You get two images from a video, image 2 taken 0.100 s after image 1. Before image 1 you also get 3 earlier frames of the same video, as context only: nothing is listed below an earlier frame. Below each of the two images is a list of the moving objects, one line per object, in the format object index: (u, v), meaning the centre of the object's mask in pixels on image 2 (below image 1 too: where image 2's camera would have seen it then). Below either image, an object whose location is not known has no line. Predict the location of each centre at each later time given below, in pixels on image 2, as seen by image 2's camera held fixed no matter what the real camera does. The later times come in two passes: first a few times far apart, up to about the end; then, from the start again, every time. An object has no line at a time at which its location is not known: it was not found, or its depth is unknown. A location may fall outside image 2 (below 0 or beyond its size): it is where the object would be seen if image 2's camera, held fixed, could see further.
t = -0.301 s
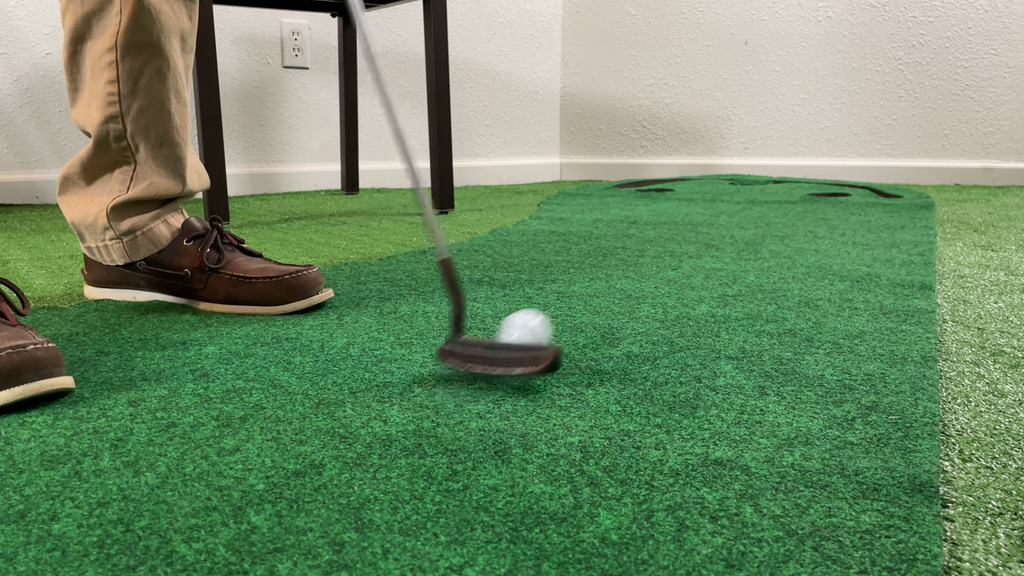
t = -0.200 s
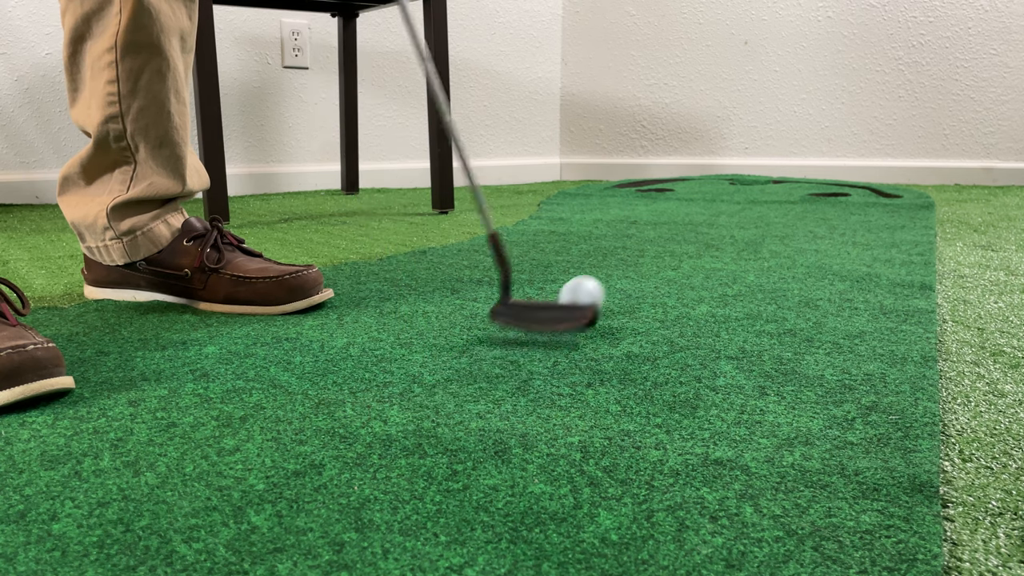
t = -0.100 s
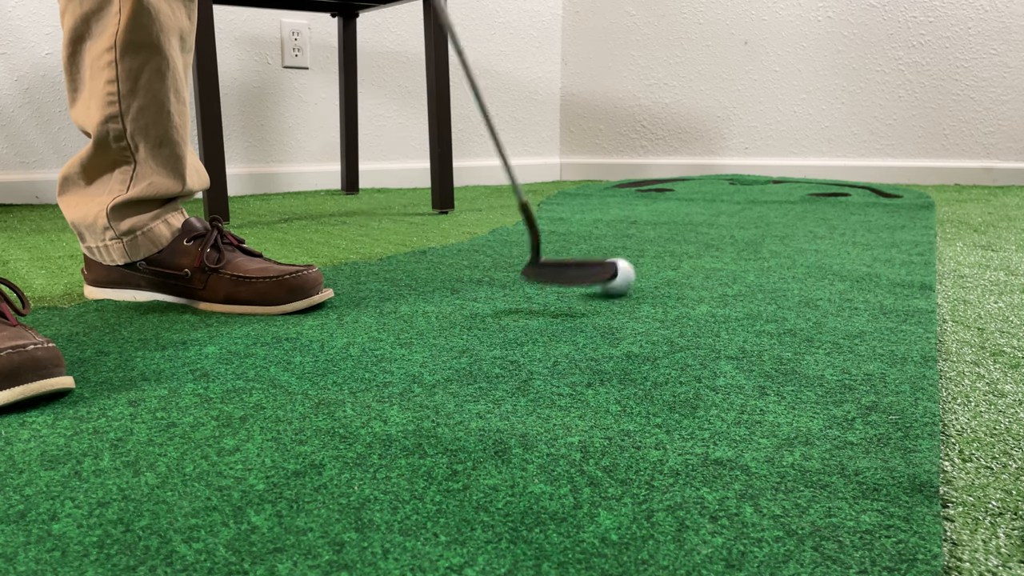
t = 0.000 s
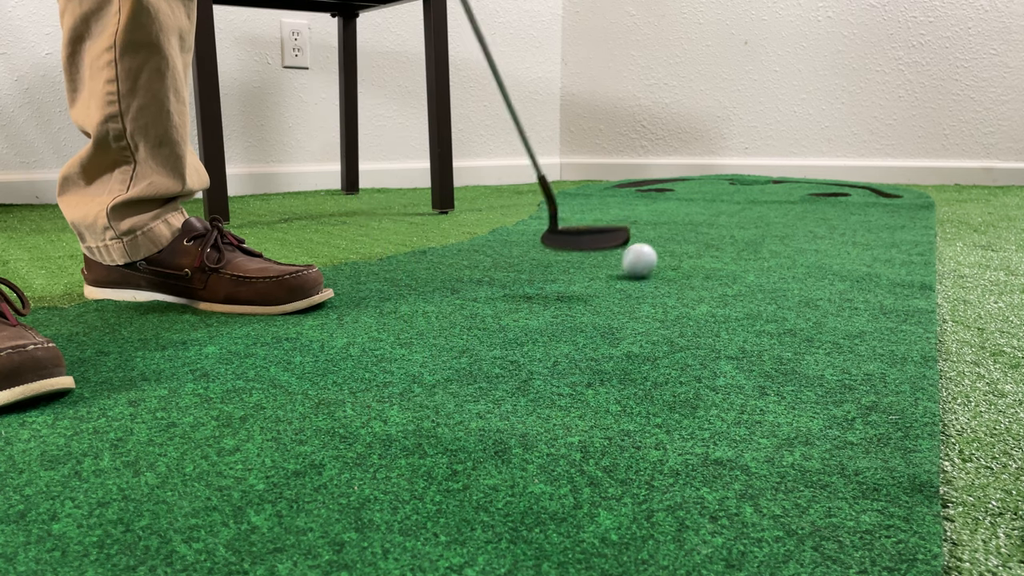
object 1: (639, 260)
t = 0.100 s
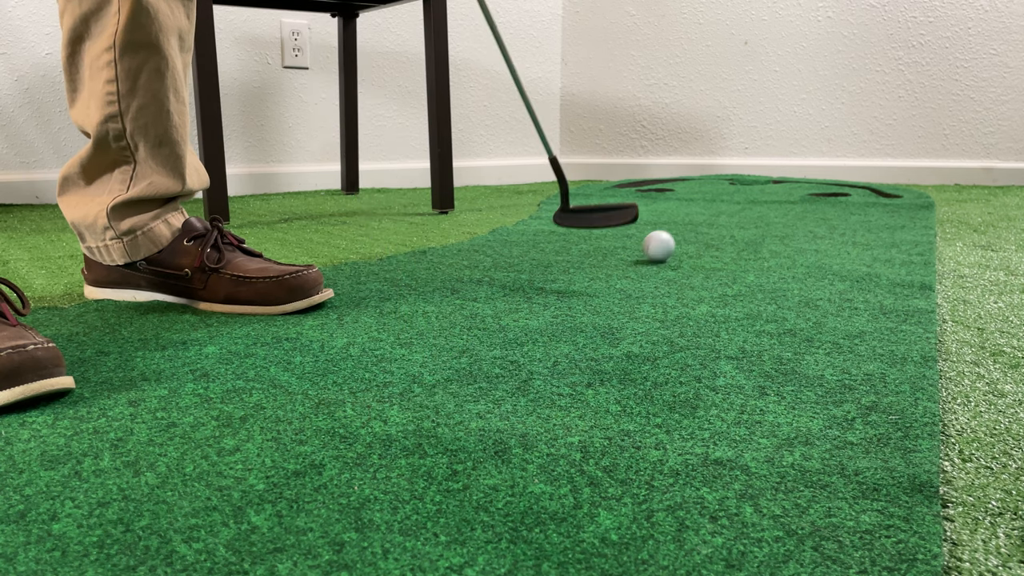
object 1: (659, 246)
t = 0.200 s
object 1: (673, 236)
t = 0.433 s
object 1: (697, 218)
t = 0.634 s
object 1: (714, 208)
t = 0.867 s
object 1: (729, 200)
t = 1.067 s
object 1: (737, 190)
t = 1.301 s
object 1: (740, 182)
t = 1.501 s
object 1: (741, 179)
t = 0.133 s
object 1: (664, 243)
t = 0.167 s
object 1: (669, 239)
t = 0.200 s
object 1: (673, 236)
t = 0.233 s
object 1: (678, 233)
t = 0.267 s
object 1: (682, 230)
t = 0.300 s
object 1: (685, 227)
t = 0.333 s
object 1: (688, 225)
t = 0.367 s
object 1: (692, 223)
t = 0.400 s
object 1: (695, 221)
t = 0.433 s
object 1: (697, 218)
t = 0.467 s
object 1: (701, 216)
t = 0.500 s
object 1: (703, 215)
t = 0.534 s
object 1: (706, 213)
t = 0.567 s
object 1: (709, 211)
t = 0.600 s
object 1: (711, 210)
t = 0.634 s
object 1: (714, 208)
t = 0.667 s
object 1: (716, 207)
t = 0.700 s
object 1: (718, 206)
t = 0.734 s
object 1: (721, 204)
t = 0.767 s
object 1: (723, 203)
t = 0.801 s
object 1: (726, 202)
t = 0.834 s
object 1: (728, 201)
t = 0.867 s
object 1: (729, 200)
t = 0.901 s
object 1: (731, 199)
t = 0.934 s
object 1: (732, 197)
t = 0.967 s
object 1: (733, 196)
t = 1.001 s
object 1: (735, 195)
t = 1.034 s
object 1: (736, 193)
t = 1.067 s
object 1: (737, 190)
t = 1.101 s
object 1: (737, 190)
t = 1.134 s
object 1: (738, 188)
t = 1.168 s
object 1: (738, 187)
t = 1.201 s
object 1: (739, 186)
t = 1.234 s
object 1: (739, 185)
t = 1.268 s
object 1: (740, 184)
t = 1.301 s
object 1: (740, 182)
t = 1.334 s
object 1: (740, 182)
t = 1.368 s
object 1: (740, 181)
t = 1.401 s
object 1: (741, 180)
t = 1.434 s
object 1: (741, 180)
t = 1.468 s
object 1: (741, 179)
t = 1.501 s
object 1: (741, 179)
